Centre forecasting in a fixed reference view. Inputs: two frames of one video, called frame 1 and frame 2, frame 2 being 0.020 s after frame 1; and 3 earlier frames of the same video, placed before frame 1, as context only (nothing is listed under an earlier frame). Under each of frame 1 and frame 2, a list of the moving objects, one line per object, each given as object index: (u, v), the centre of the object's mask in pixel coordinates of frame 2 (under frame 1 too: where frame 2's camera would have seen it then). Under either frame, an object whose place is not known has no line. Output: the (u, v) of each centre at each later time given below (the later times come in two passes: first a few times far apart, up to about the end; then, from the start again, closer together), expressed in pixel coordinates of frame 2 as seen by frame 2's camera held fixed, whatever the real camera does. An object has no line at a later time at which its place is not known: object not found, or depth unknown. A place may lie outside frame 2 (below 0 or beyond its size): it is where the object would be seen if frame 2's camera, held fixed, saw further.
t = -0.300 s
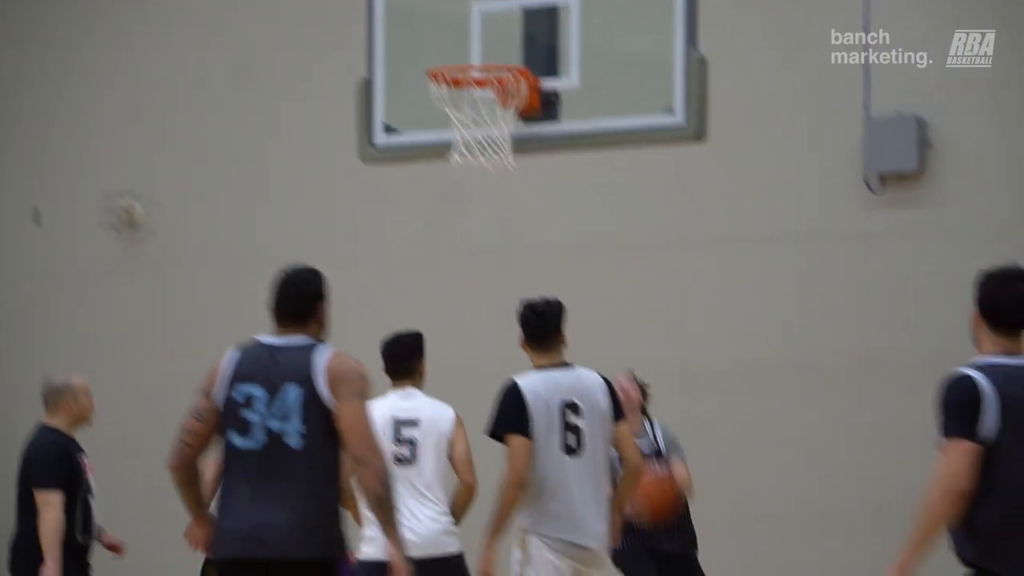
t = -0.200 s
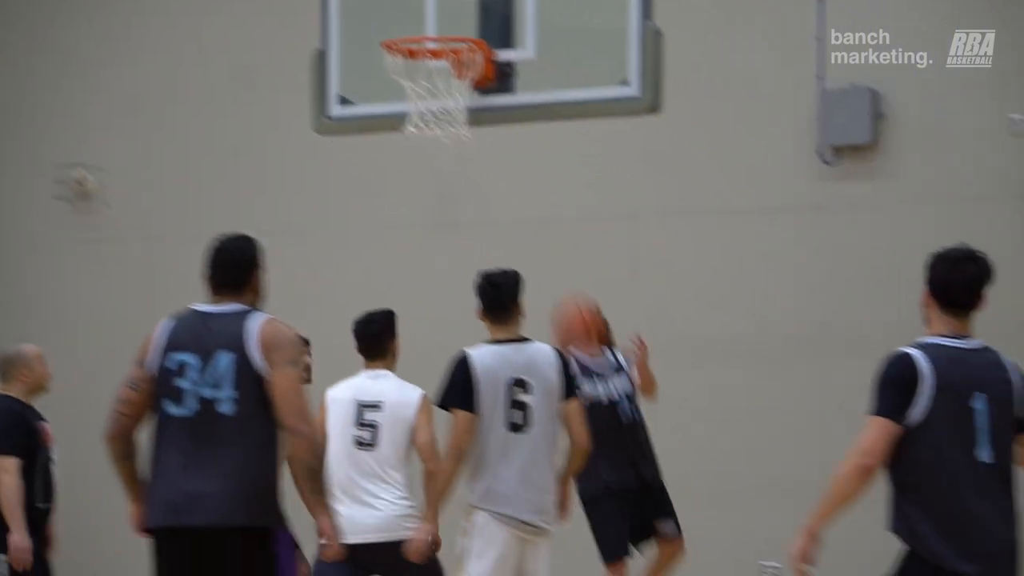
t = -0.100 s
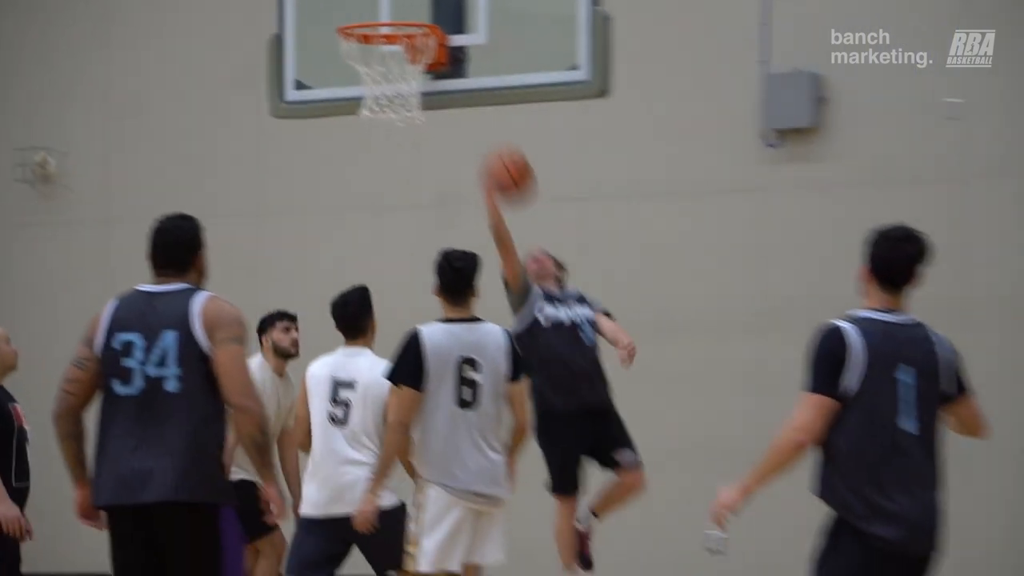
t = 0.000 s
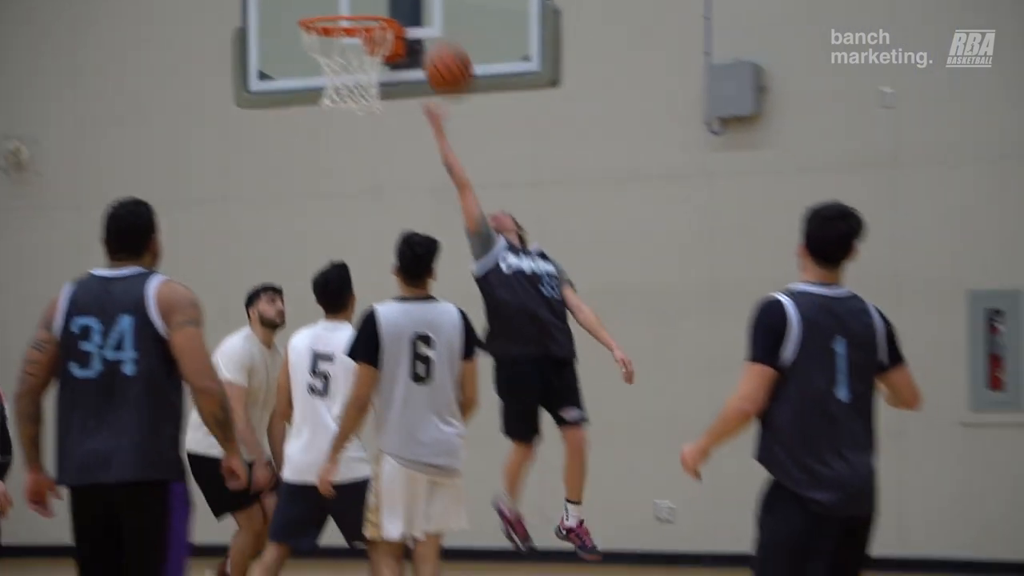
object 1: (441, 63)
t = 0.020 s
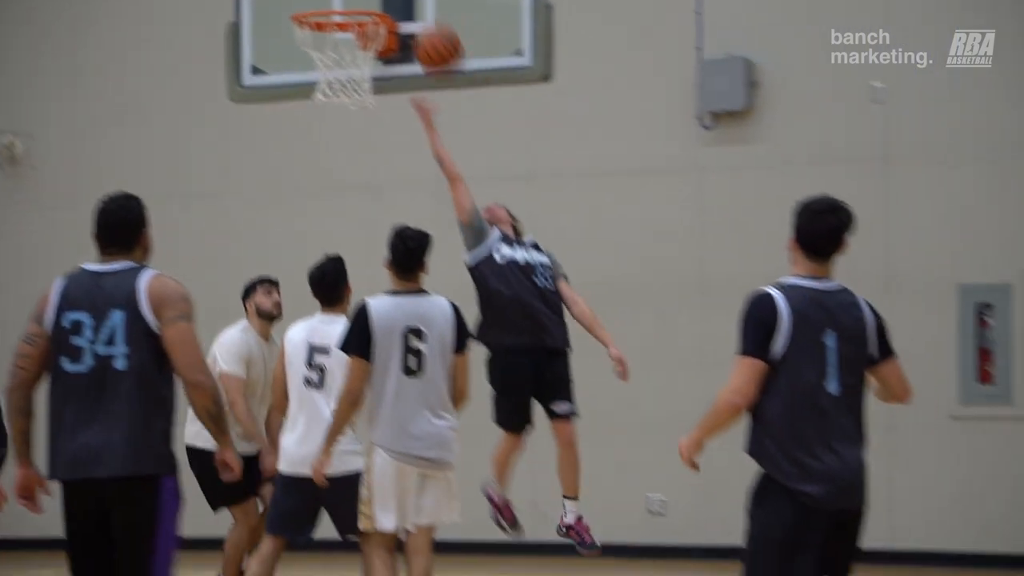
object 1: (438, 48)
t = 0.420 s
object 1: (361, -53)
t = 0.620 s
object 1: (317, 8)
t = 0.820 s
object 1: (371, 82)
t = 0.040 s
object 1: (438, 36)
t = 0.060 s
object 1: (434, 26)
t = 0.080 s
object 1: (432, 21)
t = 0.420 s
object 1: (361, -53)
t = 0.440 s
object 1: (357, -55)
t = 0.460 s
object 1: (353, -55)
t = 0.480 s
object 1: (348, -54)
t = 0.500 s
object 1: (343, -48)
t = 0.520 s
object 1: (338, -40)
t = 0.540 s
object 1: (334, -31)
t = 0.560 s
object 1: (330, -23)
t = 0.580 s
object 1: (325, -14)
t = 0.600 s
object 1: (319, -1)
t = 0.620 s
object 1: (317, 8)
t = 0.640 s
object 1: (318, 16)
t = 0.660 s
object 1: (326, 21)
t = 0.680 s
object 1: (330, 28)
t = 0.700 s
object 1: (338, 34)
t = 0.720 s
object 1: (344, 42)
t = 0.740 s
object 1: (353, 48)
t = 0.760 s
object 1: (356, 56)
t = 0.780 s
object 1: (361, 61)
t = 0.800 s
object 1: (364, 64)
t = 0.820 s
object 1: (371, 82)
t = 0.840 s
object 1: (373, 83)
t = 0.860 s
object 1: (375, 83)
